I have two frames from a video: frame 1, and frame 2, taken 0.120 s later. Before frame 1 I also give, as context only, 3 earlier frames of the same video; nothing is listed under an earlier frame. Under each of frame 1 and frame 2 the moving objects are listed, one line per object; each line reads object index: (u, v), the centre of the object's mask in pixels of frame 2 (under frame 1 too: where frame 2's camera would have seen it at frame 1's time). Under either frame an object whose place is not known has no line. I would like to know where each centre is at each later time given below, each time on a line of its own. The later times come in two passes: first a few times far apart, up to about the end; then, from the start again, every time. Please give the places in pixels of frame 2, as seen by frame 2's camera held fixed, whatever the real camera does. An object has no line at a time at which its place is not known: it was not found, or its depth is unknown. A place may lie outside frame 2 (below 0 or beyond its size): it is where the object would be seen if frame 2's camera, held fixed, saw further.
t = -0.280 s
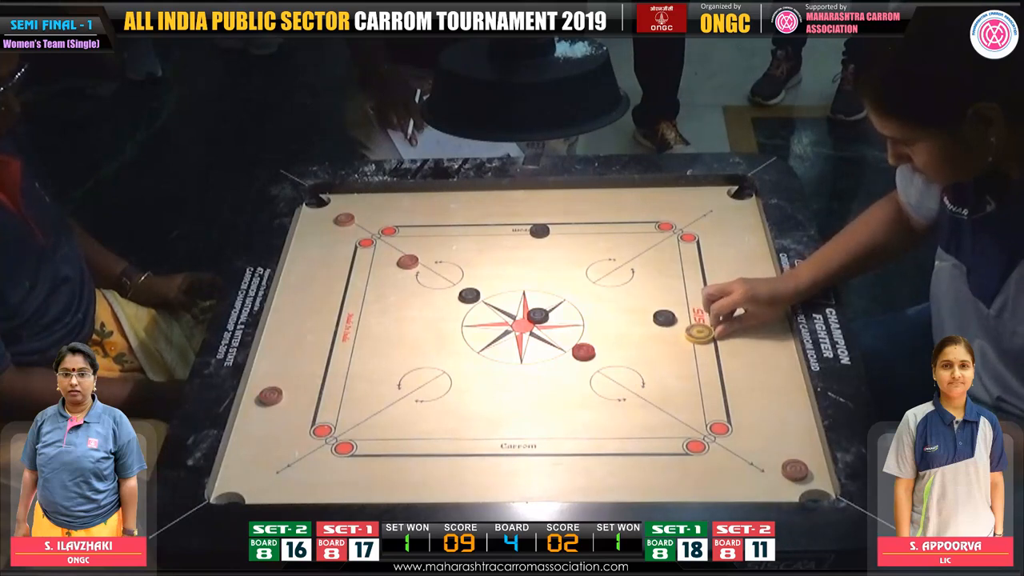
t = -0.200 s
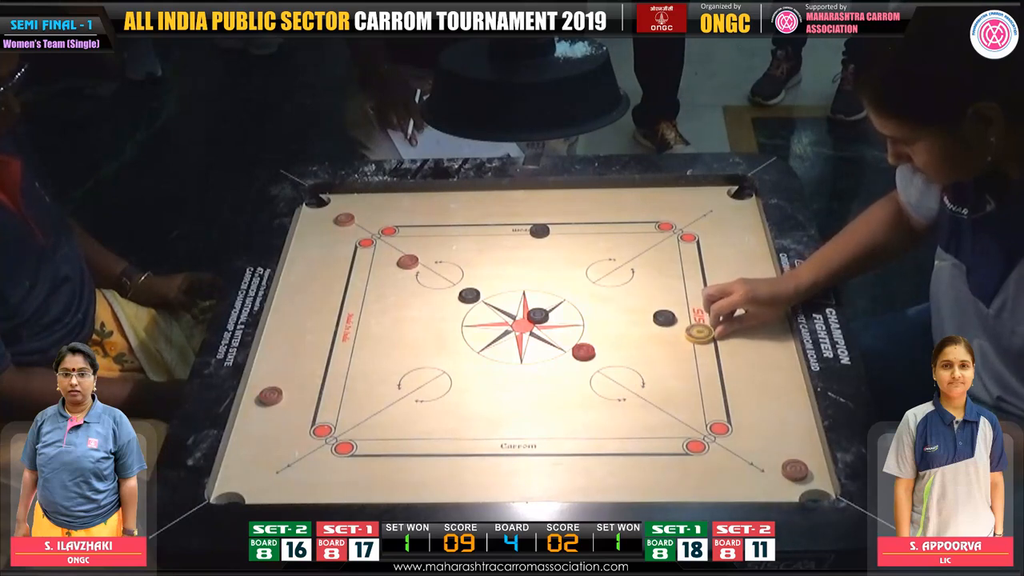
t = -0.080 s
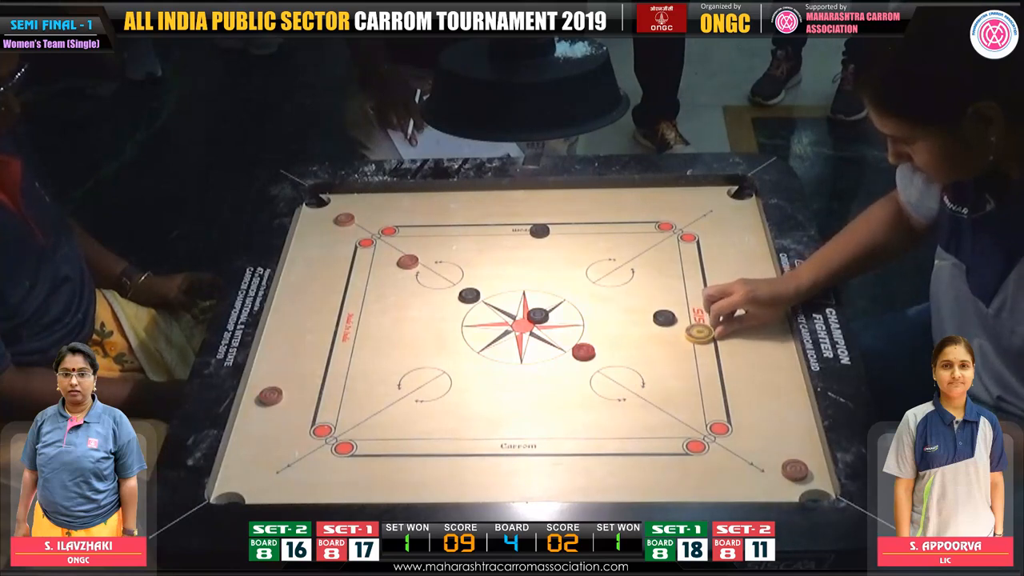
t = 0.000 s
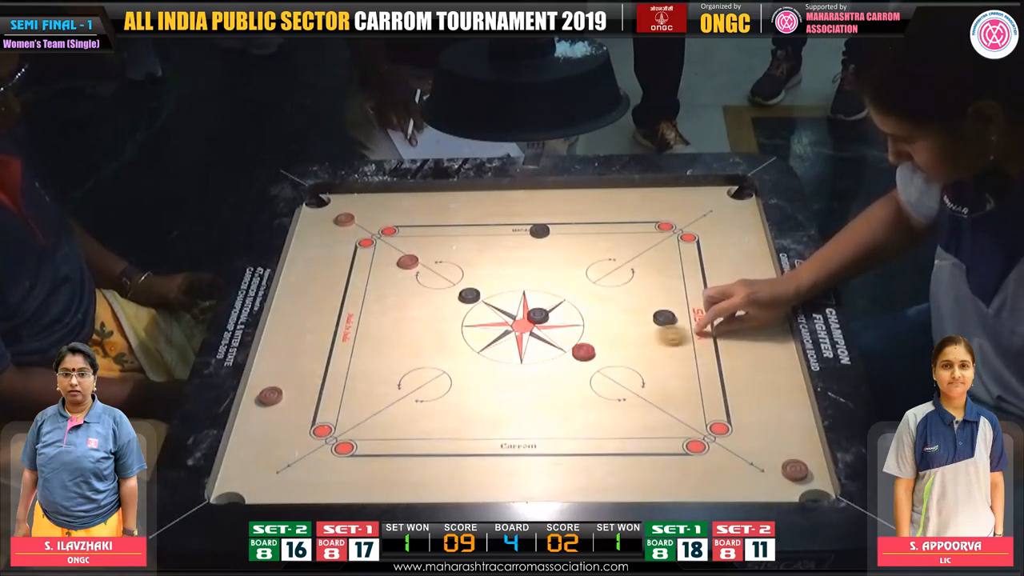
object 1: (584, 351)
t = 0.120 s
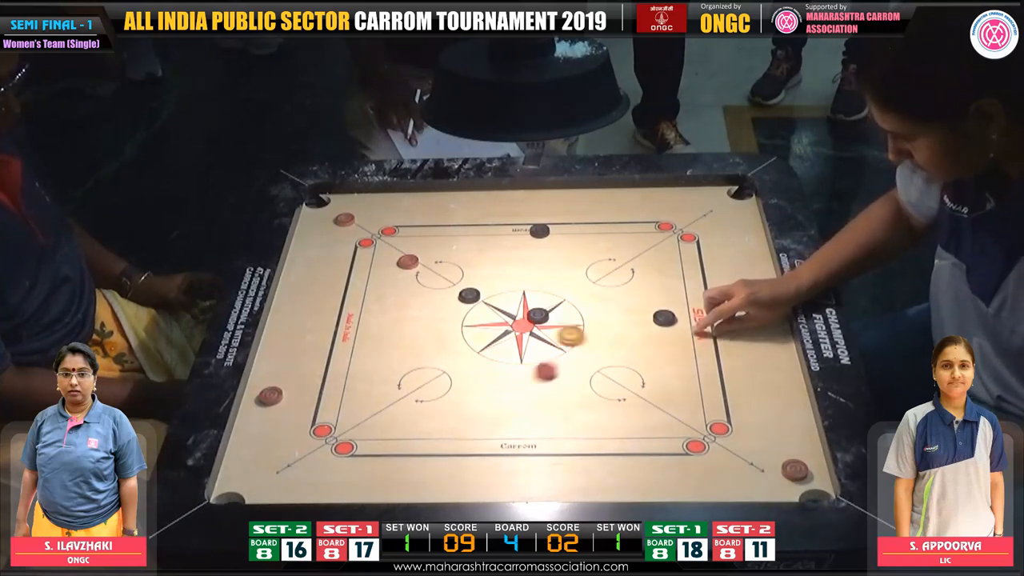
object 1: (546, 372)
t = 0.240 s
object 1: (454, 418)
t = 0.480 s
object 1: (299, 491)
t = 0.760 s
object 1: (234, 481)
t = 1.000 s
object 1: (241, 477)
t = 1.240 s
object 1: (241, 477)
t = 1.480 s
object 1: (241, 477)
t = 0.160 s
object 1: (515, 388)
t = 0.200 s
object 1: (484, 403)
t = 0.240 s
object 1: (454, 418)
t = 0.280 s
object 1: (426, 431)
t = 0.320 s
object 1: (398, 445)
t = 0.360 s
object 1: (371, 458)
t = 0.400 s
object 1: (346, 470)
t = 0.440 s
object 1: (322, 481)
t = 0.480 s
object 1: (299, 491)
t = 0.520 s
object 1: (279, 497)
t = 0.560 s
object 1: (262, 498)
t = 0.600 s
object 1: (250, 496)
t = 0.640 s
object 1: (240, 492)
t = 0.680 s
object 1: (232, 487)
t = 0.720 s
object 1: (229, 484)
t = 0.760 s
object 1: (234, 481)
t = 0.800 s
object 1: (238, 479)
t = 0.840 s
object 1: (240, 477)
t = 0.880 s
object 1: (241, 477)
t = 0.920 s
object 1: (241, 477)
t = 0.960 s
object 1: (241, 477)
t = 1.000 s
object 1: (241, 477)
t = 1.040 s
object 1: (241, 477)
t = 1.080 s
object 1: (241, 477)
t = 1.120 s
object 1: (241, 477)
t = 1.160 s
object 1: (241, 477)
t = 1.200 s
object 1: (241, 477)
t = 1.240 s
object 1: (241, 477)
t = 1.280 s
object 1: (241, 477)
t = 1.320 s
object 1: (241, 477)
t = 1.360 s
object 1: (241, 477)
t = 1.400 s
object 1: (241, 477)
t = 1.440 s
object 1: (241, 477)
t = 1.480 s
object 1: (241, 477)
